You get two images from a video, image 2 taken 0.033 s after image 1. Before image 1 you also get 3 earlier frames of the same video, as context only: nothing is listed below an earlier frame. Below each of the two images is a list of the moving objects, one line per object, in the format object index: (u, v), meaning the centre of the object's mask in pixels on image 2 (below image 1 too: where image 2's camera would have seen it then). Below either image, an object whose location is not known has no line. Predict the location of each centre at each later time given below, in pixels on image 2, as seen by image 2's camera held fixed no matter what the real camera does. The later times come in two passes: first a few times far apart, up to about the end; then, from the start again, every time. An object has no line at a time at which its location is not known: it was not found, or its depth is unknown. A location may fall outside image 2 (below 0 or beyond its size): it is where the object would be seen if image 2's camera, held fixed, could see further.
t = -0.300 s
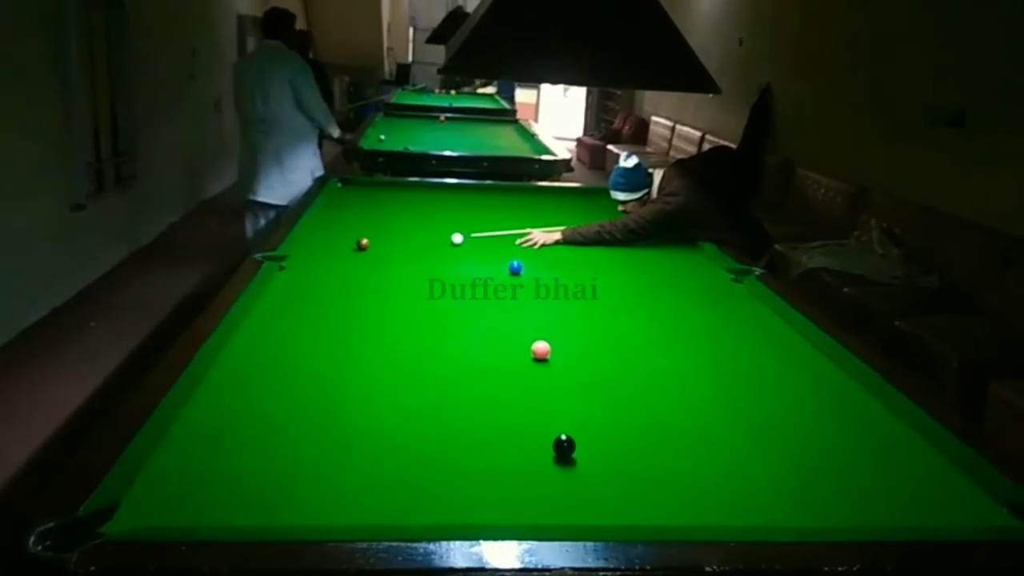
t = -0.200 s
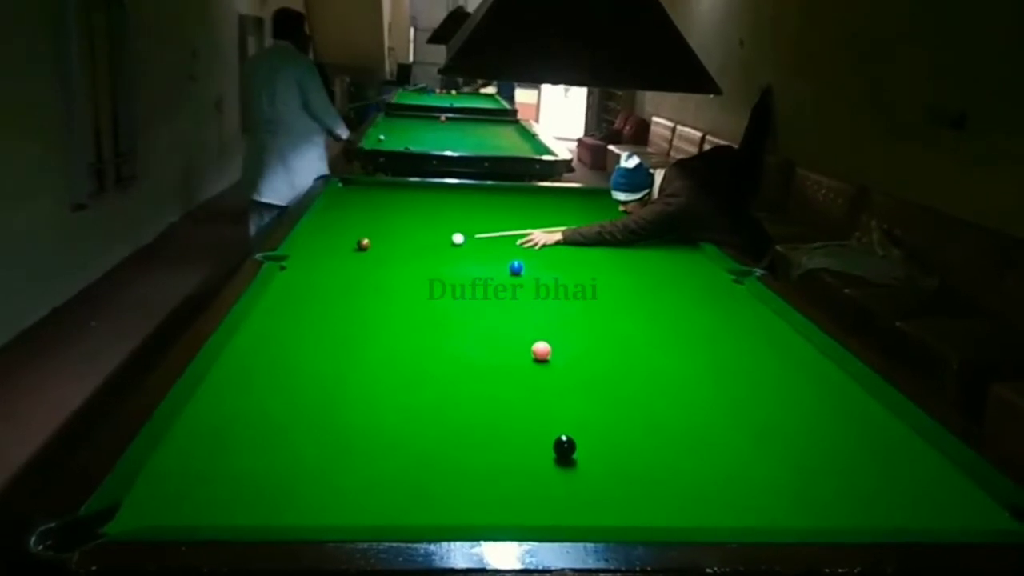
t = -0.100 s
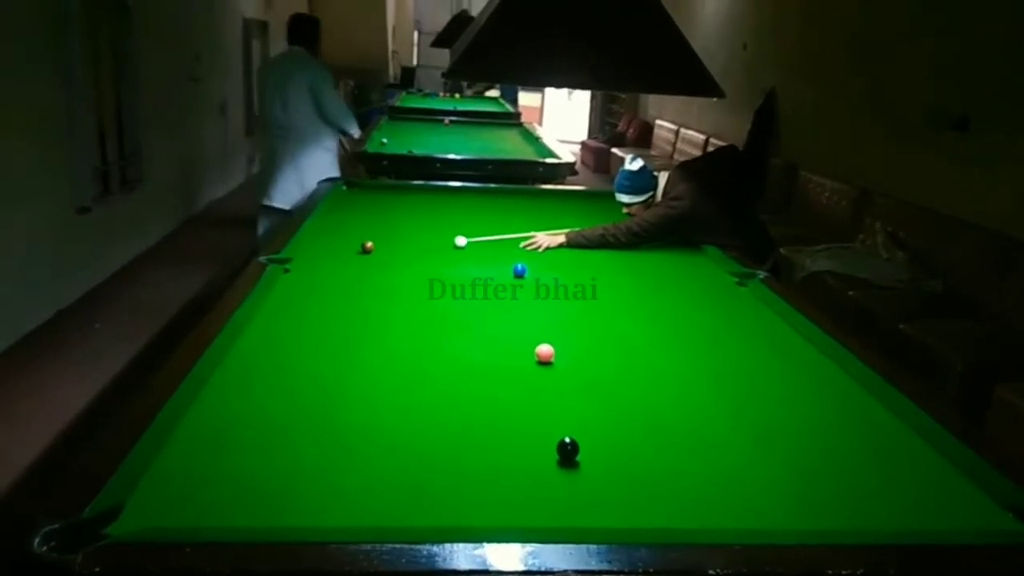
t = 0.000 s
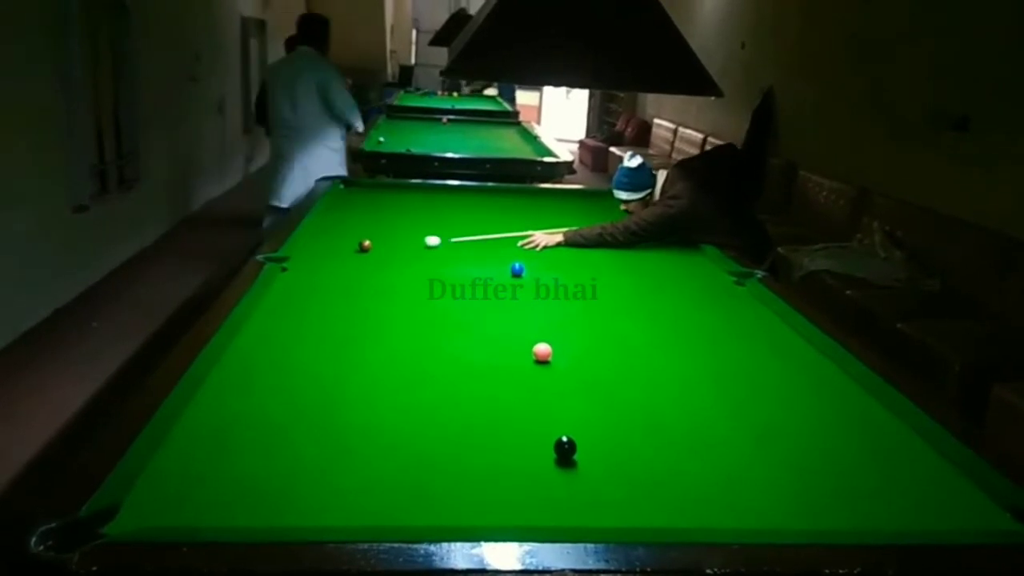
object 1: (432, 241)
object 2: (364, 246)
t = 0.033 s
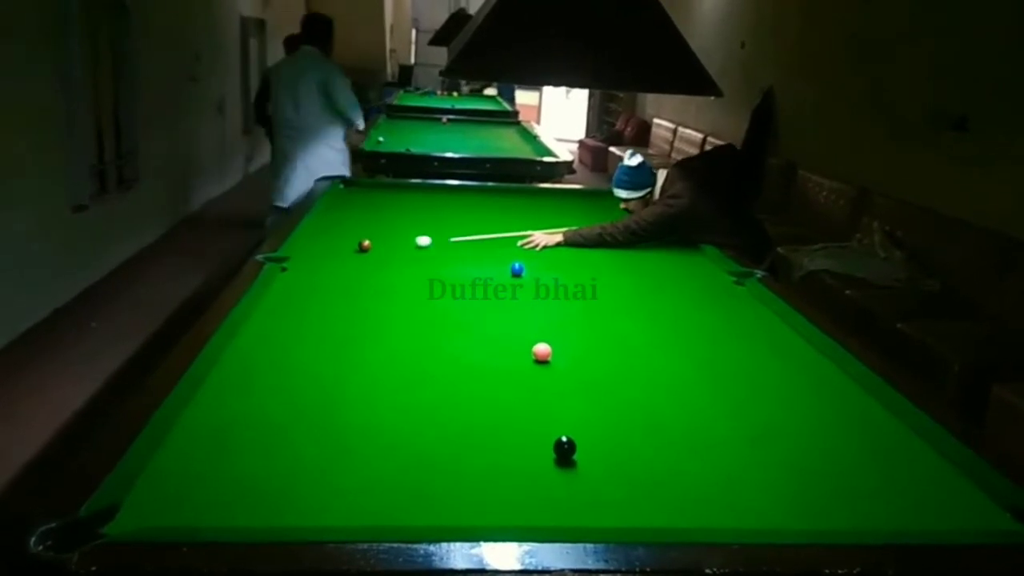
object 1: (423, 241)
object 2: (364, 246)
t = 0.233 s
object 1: (373, 243)
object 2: (360, 246)
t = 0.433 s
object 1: (349, 240)
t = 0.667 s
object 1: (324, 236)
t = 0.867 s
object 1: (321, 234)
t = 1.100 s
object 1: (338, 233)
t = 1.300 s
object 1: (351, 233)
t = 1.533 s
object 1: (365, 233)
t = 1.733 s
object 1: (376, 233)
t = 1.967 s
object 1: (387, 233)
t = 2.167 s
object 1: (395, 233)
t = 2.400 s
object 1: (403, 233)
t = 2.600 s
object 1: (408, 233)
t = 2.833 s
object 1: (413, 233)
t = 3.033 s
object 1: (416, 233)
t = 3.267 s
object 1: (417, 234)
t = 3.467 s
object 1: (417, 233)
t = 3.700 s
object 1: (417, 233)
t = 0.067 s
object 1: (414, 242)
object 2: (364, 246)
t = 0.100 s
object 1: (405, 242)
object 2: (364, 246)
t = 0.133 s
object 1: (397, 243)
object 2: (364, 246)
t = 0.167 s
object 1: (388, 243)
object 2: (364, 246)
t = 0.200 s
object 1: (379, 243)
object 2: (364, 246)
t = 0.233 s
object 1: (373, 243)
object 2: (360, 246)
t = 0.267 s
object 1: (369, 242)
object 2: (355, 247)
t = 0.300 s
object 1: (365, 242)
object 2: (350, 248)
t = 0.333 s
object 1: (361, 242)
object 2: (346, 249)
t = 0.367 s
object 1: (357, 241)
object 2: (342, 250)
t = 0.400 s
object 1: (354, 240)
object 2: (337, 250)
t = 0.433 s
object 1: (349, 240)
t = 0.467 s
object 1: (345, 240)
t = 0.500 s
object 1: (341, 239)
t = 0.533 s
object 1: (338, 238)
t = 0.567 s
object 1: (335, 238)
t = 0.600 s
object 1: (332, 238)
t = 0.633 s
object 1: (329, 237)
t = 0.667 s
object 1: (324, 236)
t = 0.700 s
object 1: (321, 236)
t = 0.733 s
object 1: (317, 235)
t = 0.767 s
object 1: (314, 235)
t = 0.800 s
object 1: (315, 235)
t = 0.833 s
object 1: (318, 235)
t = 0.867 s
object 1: (321, 234)
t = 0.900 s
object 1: (323, 234)
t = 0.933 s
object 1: (326, 234)
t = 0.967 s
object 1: (328, 234)
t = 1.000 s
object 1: (331, 234)
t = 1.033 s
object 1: (333, 234)
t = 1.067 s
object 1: (335, 233)
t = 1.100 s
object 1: (338, 233)
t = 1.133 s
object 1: (340, 233)
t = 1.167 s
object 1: (343, 233)
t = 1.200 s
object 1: (344, 233)
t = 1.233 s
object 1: (346, 233)
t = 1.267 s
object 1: (349, 233)
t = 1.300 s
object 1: (351, 233)
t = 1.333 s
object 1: (353, 233)
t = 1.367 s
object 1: (355, 233)
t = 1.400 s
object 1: (358, 233)
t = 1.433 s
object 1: (359, 233)
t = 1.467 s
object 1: (362, 233)
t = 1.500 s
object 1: (364, 233)
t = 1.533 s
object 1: (365, 233)
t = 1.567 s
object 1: (367, 233)
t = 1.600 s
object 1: (369, 233)
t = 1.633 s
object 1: (371, 233)
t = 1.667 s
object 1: (372, 233)
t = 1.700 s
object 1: (374, 233)
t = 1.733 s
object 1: (376, 233)
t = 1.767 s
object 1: (378, 233)
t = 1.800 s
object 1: (379, 233)
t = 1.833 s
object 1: (381, 233)
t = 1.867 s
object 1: (382, 233)
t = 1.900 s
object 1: (384, 233)
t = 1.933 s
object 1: (386, 233)
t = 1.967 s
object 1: (387, 233)
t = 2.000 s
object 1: (389, 232)
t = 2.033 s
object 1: (390, 232)
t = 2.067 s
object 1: (392, 233)
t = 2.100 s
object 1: (393, 233)
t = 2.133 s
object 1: (394, 233)
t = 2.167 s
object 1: (395, 233)
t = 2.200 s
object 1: (397, 233)
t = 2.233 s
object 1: (398, 233)
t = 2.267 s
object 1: (399, 233)
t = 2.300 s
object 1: (400, 233)
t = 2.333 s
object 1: (401, 233)
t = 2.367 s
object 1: (402, 233)
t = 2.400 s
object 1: (403, 233)
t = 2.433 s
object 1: (404, 233)
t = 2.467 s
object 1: (405, 233)
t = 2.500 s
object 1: (406, 233)
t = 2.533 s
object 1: (407, 233)
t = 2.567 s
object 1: (408, 233)
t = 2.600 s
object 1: (408, 233)
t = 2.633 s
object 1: (409, 233)
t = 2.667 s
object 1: (410, 233)
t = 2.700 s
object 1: (411, 233)
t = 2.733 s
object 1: (411, 233)
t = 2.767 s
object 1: (412, 233)
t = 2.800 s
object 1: (412, 233)
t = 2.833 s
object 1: (413, 233)
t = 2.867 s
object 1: (414, 233)
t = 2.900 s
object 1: (414, 233)
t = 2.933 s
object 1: (415, 233)
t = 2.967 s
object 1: (415, 233)
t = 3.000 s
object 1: (415, 233)
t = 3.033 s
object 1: (416, 233)
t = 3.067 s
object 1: (416, 233)
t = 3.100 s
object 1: (416, 233)
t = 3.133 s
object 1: (417, 233)
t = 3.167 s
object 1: (417, 233)
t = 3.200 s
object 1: (417, 233)
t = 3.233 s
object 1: (417, 233)
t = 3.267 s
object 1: (417, 234)
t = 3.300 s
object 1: (418, 234)
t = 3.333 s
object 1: (417, 234)
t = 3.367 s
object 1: (417, 233)
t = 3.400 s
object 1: (417, 233)
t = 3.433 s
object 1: (417, 233)
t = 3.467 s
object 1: (417, 233)
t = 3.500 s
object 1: (417, 234)
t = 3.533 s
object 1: (417, 234)
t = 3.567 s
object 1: (417, 234)
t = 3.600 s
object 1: (417, 234)
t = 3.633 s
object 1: (417, 234)
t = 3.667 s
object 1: (417, 234)
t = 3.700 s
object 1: (417, 233)
